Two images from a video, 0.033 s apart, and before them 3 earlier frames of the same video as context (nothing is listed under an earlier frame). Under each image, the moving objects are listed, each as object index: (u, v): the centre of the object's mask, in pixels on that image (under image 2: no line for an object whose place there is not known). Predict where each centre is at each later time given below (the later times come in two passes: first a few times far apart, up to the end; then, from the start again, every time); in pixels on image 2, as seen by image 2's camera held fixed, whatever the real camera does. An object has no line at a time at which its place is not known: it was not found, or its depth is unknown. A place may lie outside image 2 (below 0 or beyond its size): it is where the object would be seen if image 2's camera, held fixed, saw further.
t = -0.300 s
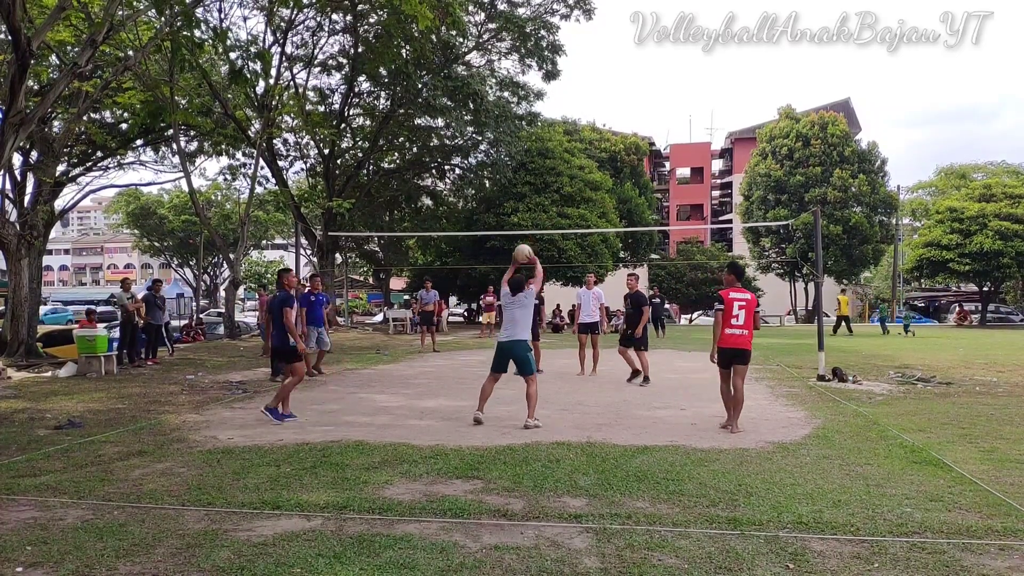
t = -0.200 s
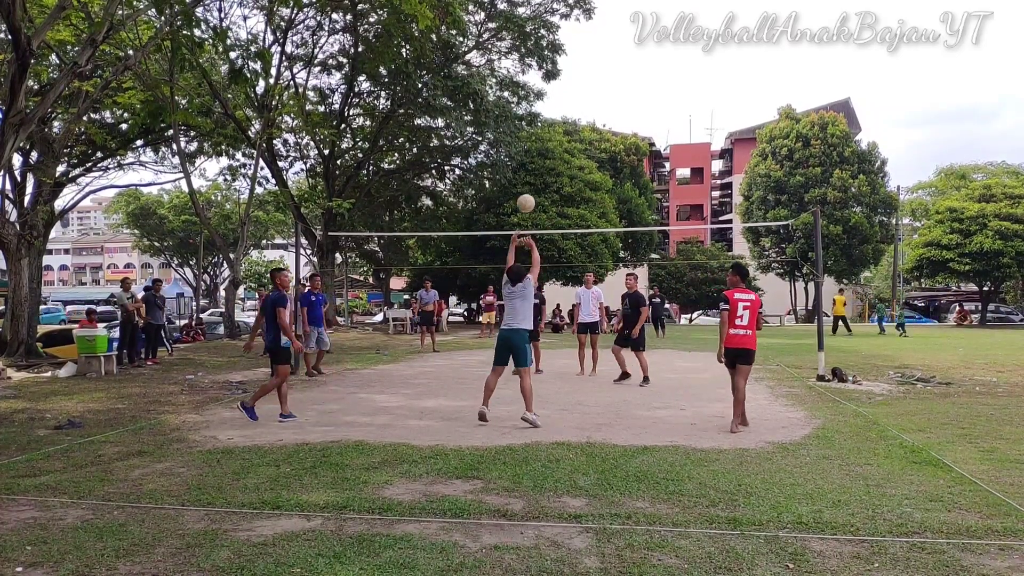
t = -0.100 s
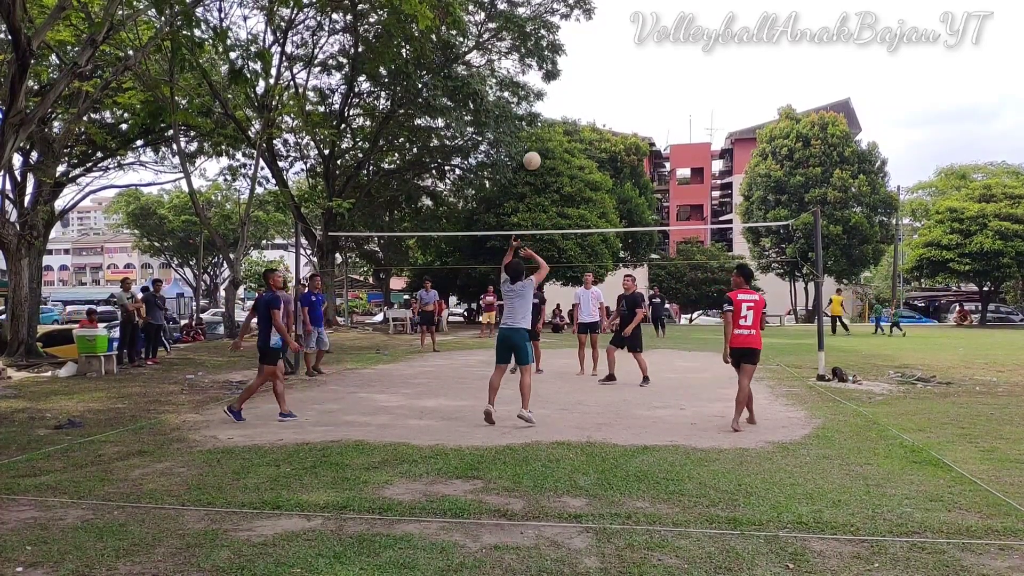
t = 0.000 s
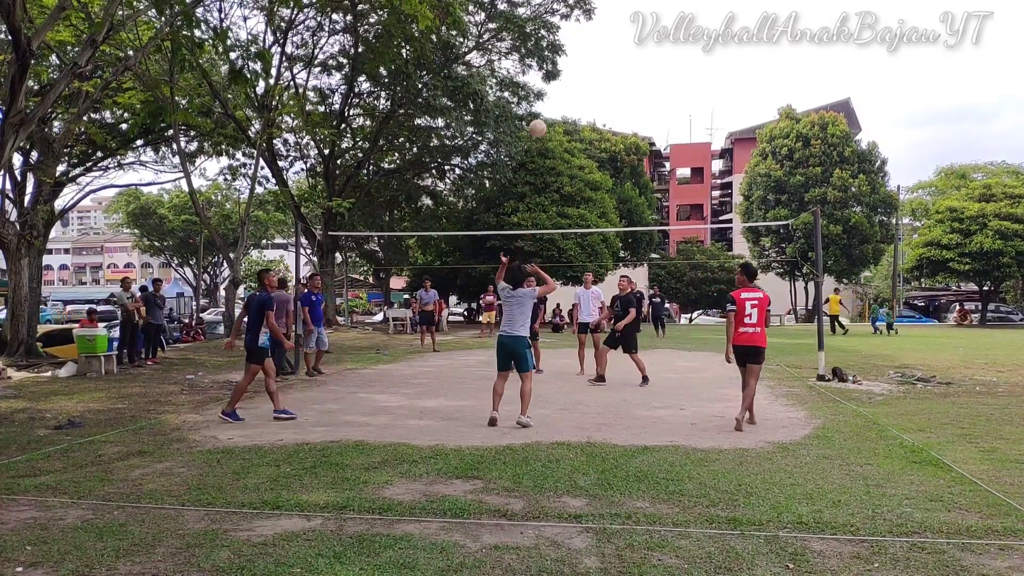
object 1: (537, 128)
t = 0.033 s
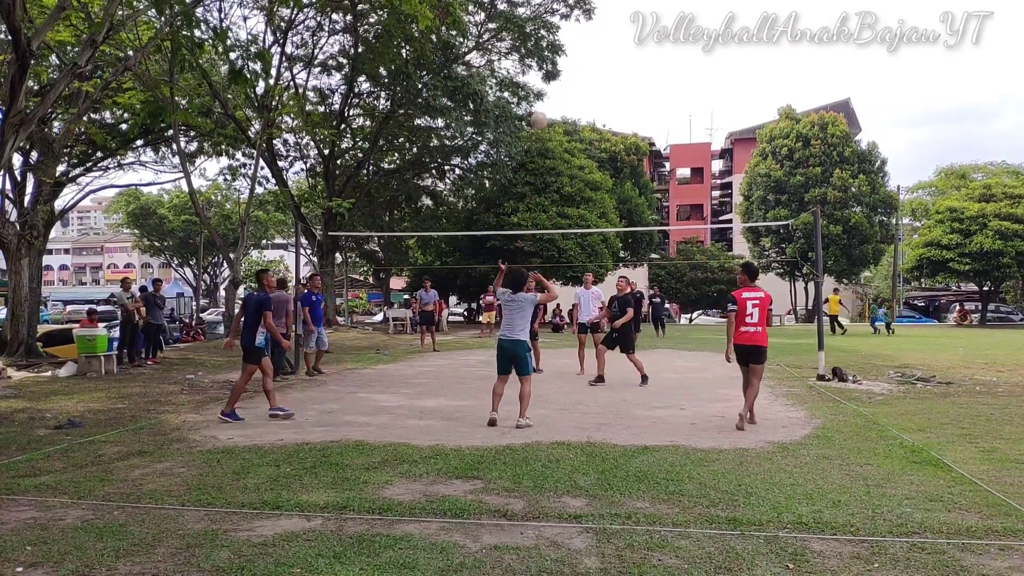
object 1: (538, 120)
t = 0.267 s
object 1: (550, 89)
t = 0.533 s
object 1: (560, 107)
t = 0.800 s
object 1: (569, 171)
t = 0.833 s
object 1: (570, 182)
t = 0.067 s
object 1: (541, 112)
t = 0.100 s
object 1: (542, 106)
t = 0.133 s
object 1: (544, 101)
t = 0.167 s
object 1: (545, 96)
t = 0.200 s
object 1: (546, 94)
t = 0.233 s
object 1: (549, 90)
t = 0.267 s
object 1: (550, 89)
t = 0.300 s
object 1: (551, 89)
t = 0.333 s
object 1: (552, 88)
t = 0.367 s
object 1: (554, 90)
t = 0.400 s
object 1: (555, 91)
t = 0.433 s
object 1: (556, 95)
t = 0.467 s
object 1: (558, 98)
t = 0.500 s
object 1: (559, 102)
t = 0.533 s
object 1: (560, 107)
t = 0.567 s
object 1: (562, 116)
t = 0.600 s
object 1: (563, 119)
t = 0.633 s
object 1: (563, 125)
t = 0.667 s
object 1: (565, 133)
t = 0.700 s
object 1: (566, 142)
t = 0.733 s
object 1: (567, 151)
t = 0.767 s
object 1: (568, 161)
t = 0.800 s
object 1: (569, 171)
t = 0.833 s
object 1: (570, 182)
